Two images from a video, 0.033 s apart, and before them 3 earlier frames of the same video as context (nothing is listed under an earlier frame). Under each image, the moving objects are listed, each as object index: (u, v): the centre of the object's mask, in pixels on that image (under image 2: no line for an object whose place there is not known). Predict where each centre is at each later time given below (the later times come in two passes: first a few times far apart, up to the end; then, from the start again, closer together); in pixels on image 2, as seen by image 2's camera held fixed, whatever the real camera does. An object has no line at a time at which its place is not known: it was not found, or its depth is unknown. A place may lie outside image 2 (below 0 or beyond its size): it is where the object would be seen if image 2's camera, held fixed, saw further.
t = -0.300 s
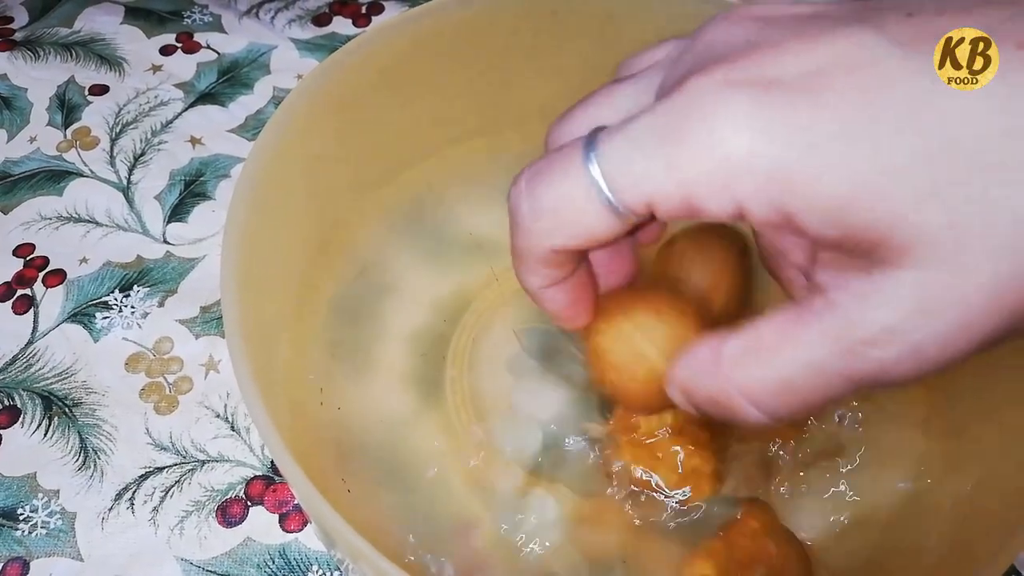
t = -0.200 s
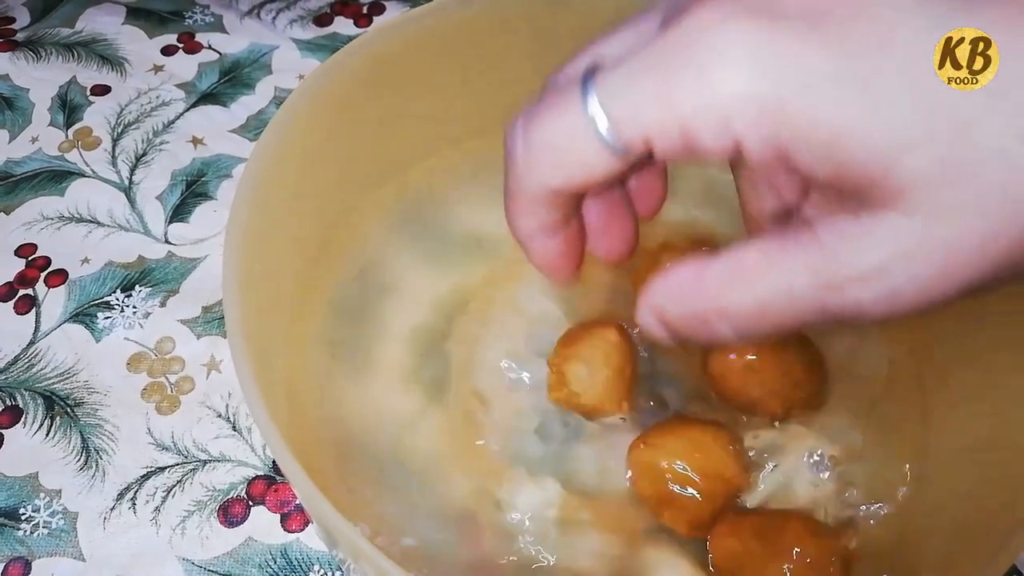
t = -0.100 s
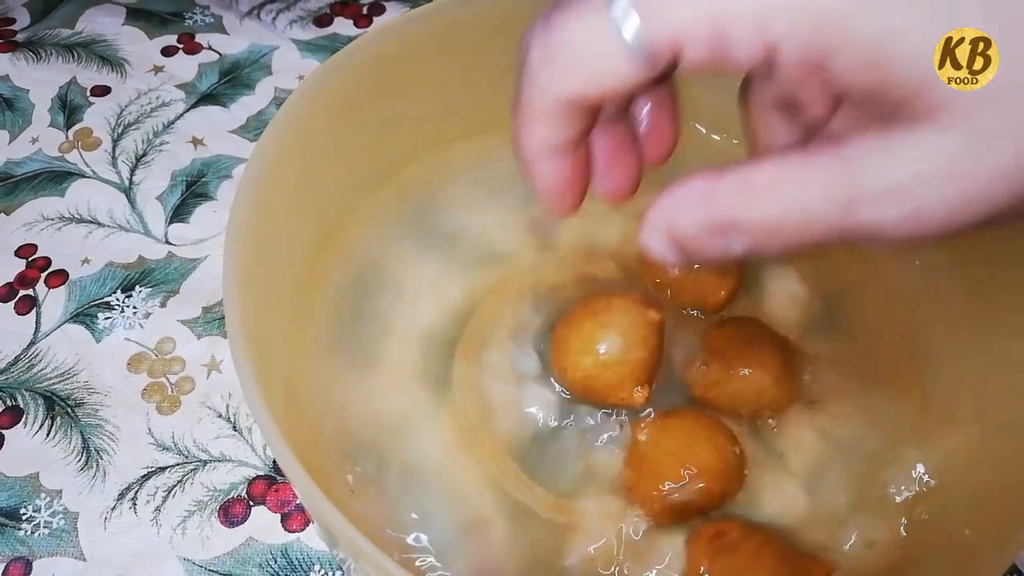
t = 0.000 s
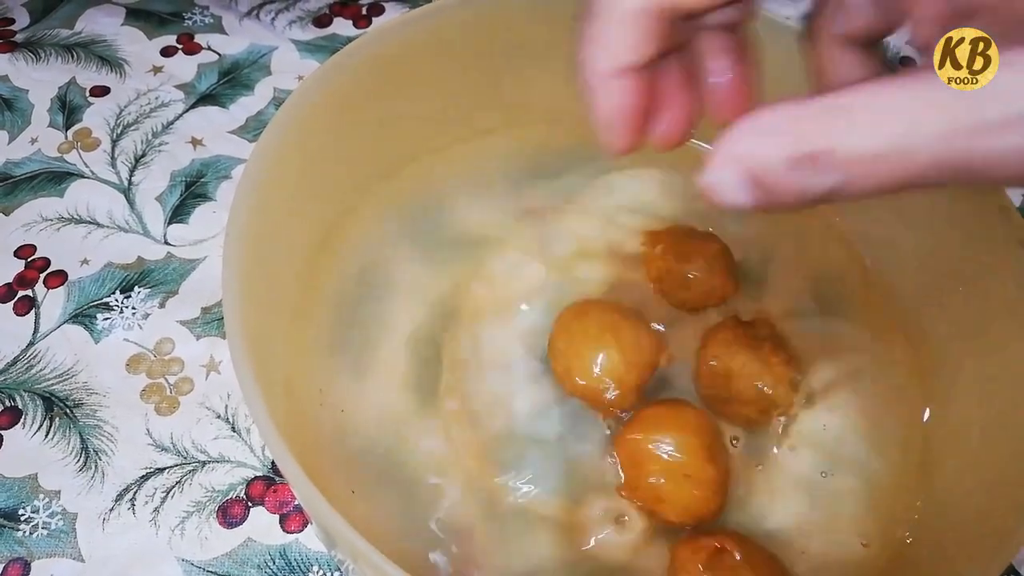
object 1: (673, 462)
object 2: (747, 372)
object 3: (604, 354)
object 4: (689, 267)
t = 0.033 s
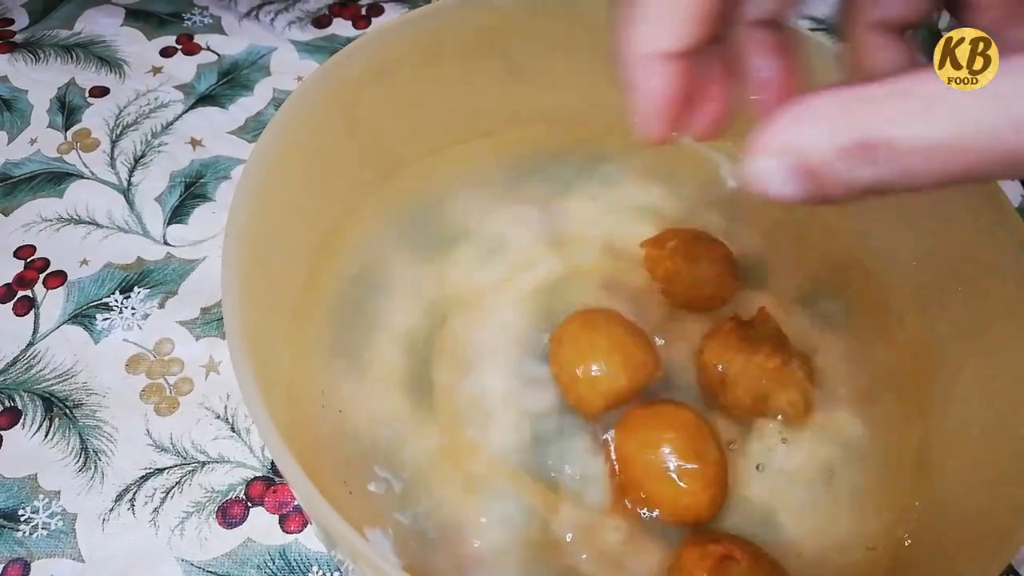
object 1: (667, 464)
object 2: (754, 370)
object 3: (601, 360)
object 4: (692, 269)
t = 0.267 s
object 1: (652, 472)
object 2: (767, 352)
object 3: (618, 355)
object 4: (722, 241)
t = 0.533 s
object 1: (619, 483)
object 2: (760, 334)
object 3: (606, 334)
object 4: (716, 219)
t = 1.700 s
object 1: (588, 432)
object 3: (631, 286)
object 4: (707, 216)
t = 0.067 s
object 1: (664, 467)
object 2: (760, 367)
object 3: (604, 369)
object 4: (698, 270)
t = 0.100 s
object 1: (662, 468)
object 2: (762, 360)
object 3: (609, 373)
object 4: (702, 267)
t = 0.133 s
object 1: (659, 468)
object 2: (763, 357)
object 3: (614, 374)
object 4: (709, 261)
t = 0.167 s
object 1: (659, 471)
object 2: (764, 356)
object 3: (621, 372)
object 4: (716, 256)
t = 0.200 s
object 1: (657, 472)
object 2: (767, 355)
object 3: (622, 369)
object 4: (720, 248)
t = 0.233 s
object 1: (655, 473)
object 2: (769, 353)
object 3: (620, 361)
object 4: (722, 243)
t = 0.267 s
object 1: (652, 472)
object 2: (767, 352)
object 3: (618, 355)
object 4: (722, 241)
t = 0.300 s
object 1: (648, 470)
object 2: (764, 350)
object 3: (616, 346)
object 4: (721, 238)
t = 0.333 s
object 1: (643, 470)
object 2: (761, 347)
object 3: (615, 340)
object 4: (720, 239)
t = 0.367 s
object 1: (638, 469)
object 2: (758, 345)
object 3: (614, 335)
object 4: (718, 238)
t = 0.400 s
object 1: (632, 471)
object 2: (755, 344)
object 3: (614, 333)
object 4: (718, 240)
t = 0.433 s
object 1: (629, 475)
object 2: (754, 344)
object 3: (612, 332)
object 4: (715, 236)
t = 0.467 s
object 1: (625, 480)
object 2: (756, 341)
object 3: (610, 332)
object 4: (714, 231)
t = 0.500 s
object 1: (622, 482)
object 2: (758, 338)
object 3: (608, 333)
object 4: (715, 224)
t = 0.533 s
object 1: (619, 483)
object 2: (760, 334)
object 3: (606, 334)
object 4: (716, 219)
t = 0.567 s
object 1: (615, 482)
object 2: (758, 332)
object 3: (604, 334)
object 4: (718, 215)
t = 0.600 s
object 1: (611, 478)
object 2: (757, 331)
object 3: (606, 332)
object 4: (721, 213)
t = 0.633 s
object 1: (608, 473)
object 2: (756, 330)
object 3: (608, 328)
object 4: (724, 211)
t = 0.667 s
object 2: (757, 330)
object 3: (613, 324)
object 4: (728, 212)
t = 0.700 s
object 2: (758, 330)
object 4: (731, 214)
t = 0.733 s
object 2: (761, 329)
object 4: (733, 217)
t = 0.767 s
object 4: (734, 220)
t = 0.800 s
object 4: (735, 220)
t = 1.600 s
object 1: (594, 444)
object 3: (635, 289)
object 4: (713, 220)
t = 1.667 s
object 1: (588, 437)
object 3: (632, 288)
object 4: (708, 217)
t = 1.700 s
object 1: (588, 432)
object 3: (631, 286)
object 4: (707, 216)
